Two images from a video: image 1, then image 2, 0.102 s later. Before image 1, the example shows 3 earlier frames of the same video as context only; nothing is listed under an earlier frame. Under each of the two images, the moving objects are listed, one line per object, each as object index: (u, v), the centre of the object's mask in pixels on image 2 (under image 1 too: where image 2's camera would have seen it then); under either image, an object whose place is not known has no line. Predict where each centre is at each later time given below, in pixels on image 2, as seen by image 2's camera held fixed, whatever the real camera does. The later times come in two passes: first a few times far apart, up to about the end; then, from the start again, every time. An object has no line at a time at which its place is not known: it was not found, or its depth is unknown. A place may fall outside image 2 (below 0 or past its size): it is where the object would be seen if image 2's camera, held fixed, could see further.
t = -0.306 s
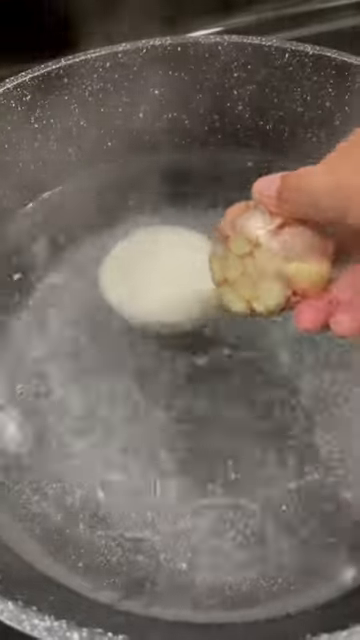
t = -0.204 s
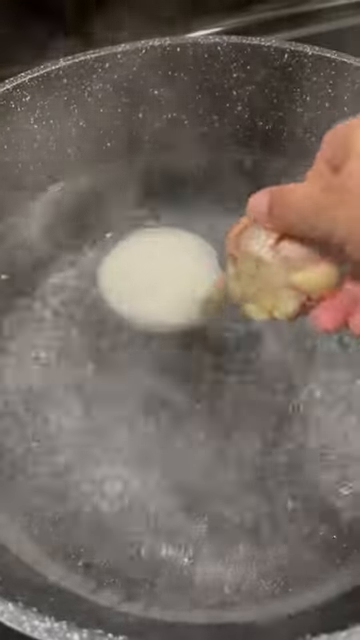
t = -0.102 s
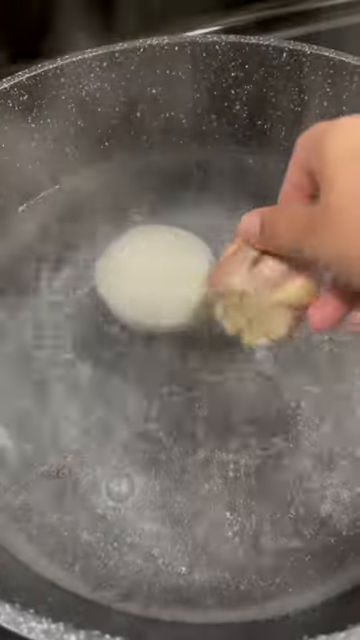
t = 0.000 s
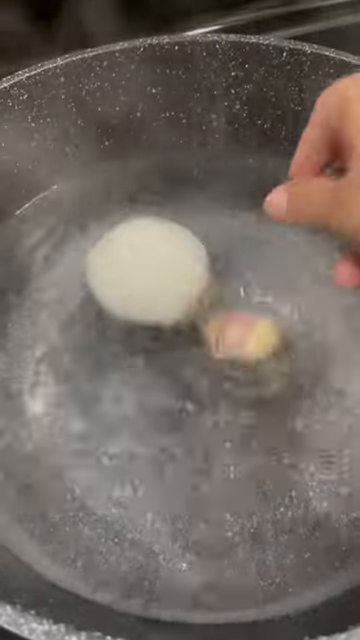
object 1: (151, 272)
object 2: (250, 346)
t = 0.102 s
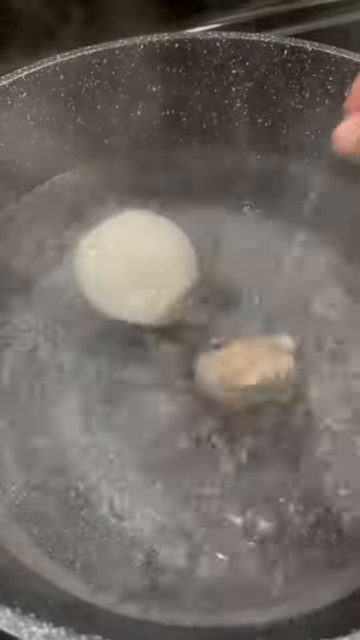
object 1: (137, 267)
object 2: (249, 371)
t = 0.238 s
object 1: (124, 262)
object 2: (241, 371)
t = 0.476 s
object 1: (99, 246)
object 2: (242, 389)
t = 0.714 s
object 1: (81, 238)
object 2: (236, 400)
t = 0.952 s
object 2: (235, 412)
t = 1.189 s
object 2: (226, 418)
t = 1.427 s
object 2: (223, 427)
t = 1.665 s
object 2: (217, 426)
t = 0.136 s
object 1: (133, 266)
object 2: (245, 372)
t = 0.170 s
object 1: (130, 265)
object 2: (245, 372)
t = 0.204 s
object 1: (127, 263)
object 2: (243, 372)
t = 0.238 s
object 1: (124, 262)
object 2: (241, 371)
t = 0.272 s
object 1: (122, 260)
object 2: (244, 373)
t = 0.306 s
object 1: (118, 258)
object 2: (241, 379)
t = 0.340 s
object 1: (115, 256)
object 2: (245, 379)
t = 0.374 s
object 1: (110, 253)
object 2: (243, 381)
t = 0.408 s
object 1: (106, 250)
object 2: (238, 385)
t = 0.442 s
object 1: (103, 249)
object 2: (243, 385)
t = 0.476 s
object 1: (99, 246)
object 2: (242, 389)
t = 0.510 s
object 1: (97, 246)
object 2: (243, 390)
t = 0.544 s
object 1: (93, 245)
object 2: (241, 398)
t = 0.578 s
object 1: (90, 243)
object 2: (242, 393)
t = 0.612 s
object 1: (88, 242)
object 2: (240, 396)
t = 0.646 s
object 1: (86, 241)
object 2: (238, 395)
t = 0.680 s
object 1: (84, 239)
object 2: (239, 398)
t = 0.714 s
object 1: (81, 238)
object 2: (236, 400)
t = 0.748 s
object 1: (79, 237)
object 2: (235, 405)
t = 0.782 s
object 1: (75, 236)
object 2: (236, 404)
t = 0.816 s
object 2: (234, 404)
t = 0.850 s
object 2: (233, 406)
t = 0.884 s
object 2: (232, 408)
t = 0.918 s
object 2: (232, 409)
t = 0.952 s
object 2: (235, 412)
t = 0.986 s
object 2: (230, 412)
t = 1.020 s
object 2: (230, 412)
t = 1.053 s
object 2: (228, 411)
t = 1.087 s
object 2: (227, 414)
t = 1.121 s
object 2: (227, 414)
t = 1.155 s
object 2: (225, 416)
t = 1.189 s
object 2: (226, 418)
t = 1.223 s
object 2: (226, 420)
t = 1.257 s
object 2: (226, 421)
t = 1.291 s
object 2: (223, 422)
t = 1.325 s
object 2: (224, 425)
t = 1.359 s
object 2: (223, 425)
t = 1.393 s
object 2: (222, 427)
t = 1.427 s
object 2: (223, 427)
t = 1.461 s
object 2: (223, 428)
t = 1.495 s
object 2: (223, 427)
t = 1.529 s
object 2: (221, 428)
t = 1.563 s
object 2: (221, 427)
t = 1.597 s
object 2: (220, 426)
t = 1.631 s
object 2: (219, 426)
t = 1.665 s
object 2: (217, 426)
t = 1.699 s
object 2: (217, 425)
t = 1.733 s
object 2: (216, 422)
